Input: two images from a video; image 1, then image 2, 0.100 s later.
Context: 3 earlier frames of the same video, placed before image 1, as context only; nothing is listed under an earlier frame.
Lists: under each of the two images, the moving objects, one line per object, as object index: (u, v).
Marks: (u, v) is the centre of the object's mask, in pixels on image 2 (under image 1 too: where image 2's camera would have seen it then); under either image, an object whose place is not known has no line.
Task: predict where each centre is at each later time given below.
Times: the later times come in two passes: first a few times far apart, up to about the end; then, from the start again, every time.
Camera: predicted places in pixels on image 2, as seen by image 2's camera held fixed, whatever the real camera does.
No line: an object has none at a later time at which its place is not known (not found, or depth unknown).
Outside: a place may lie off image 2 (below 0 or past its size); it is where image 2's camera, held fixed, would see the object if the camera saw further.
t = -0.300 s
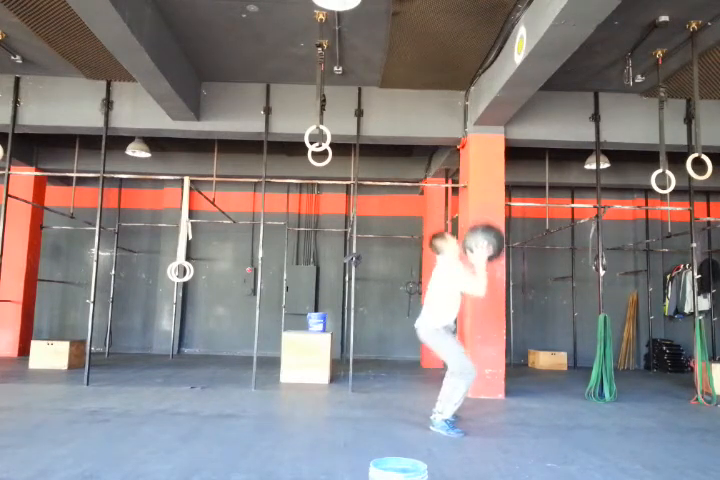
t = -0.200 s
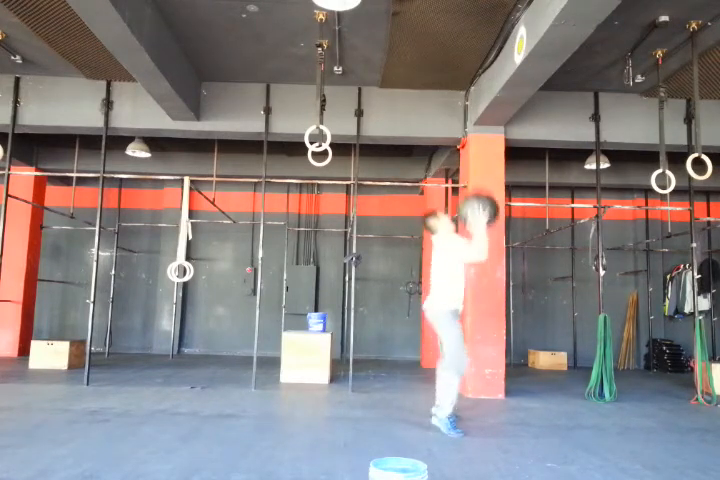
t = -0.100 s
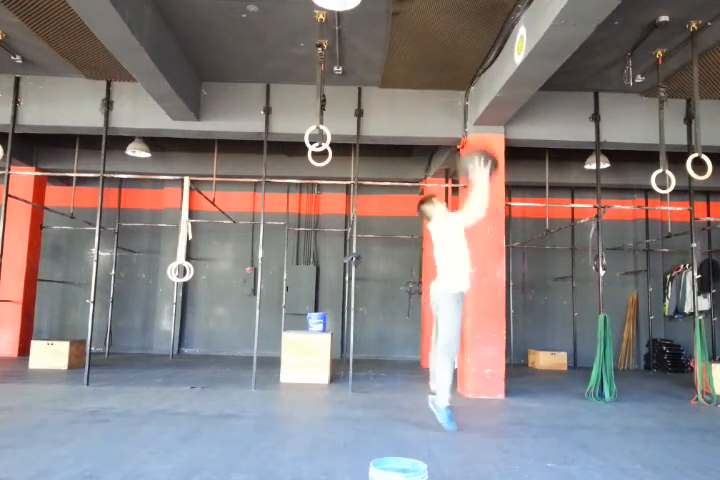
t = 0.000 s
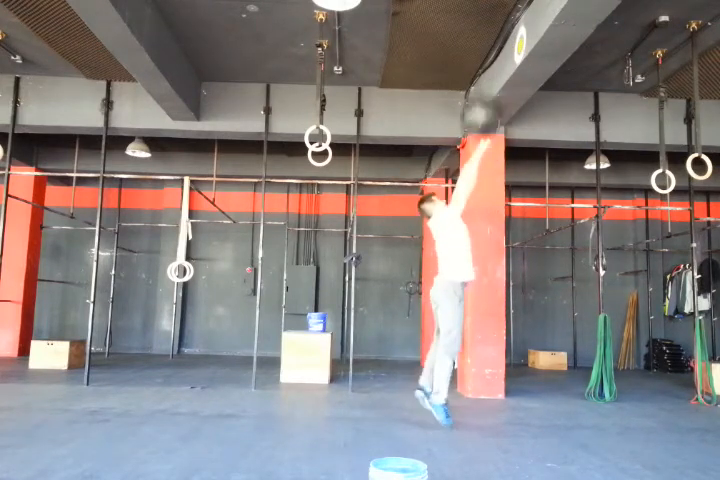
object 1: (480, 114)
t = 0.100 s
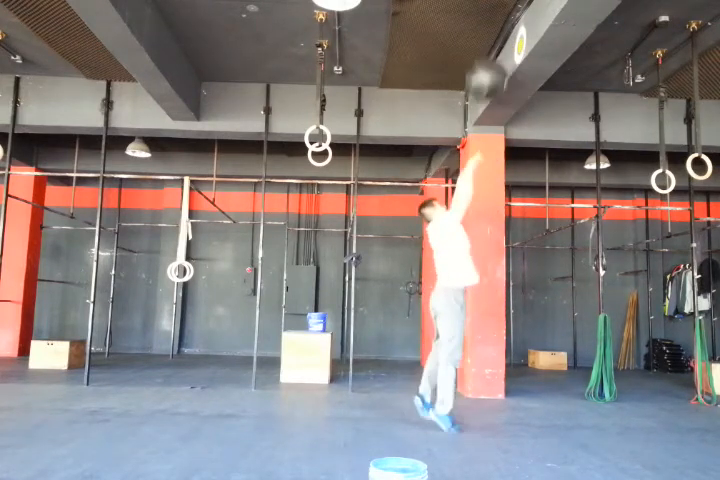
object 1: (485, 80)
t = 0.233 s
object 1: (493, 51)
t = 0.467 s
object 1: (501, 39)
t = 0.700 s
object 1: (493, 85)
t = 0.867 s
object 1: (486, 160)
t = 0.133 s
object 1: (486, 70)
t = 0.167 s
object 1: (489, 63)
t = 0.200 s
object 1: (491, 56)
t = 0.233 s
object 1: (493, 51)
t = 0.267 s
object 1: (494, 46)
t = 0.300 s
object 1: (498, 42)
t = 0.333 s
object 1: (498, 38)
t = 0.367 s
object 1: (500, 37)
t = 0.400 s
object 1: (501, 36)
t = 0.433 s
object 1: (501, 37)
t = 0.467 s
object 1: (501, 39)
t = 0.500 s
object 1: (501, 43)
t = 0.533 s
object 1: (500, 47)
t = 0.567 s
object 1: (498, 52)
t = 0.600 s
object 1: (496, 58)
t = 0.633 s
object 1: (496, 67)
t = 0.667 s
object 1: (497, 76)
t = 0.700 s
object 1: (493, 85)
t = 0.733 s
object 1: (491, 101)
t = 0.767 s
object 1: (489, 111)
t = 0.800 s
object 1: (490, 125)
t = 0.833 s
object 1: (488, 141)
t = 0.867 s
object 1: (486, 160)
